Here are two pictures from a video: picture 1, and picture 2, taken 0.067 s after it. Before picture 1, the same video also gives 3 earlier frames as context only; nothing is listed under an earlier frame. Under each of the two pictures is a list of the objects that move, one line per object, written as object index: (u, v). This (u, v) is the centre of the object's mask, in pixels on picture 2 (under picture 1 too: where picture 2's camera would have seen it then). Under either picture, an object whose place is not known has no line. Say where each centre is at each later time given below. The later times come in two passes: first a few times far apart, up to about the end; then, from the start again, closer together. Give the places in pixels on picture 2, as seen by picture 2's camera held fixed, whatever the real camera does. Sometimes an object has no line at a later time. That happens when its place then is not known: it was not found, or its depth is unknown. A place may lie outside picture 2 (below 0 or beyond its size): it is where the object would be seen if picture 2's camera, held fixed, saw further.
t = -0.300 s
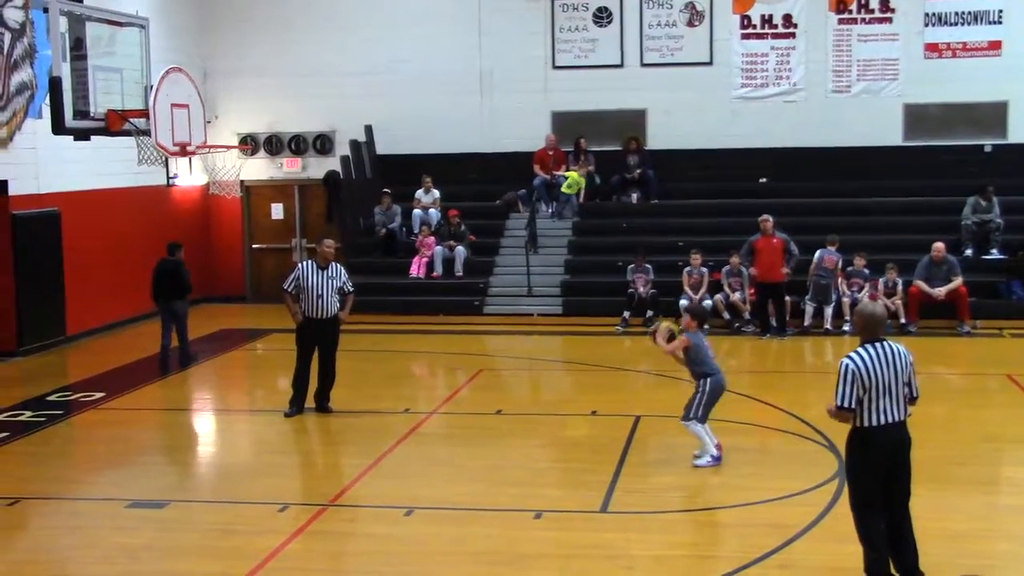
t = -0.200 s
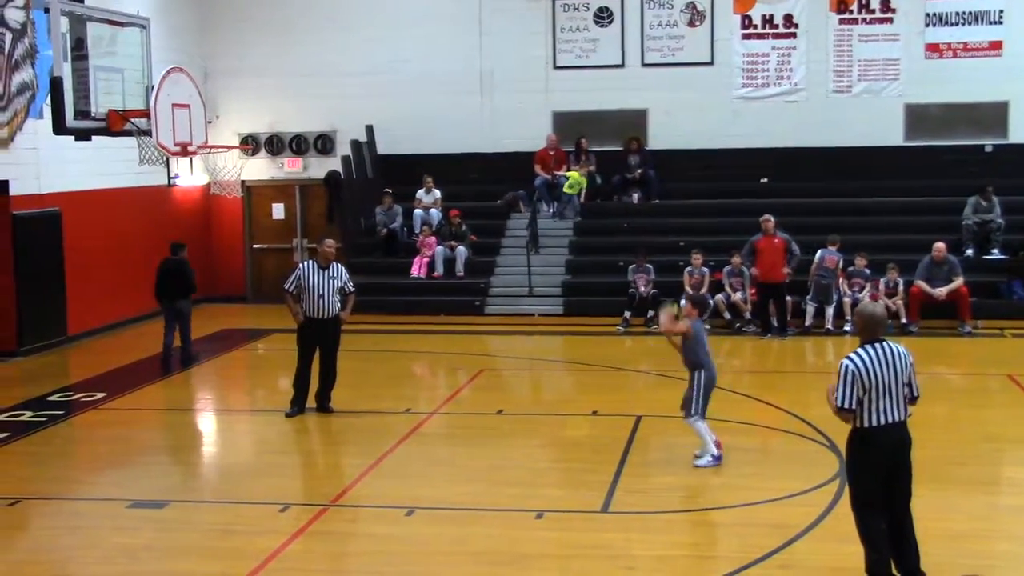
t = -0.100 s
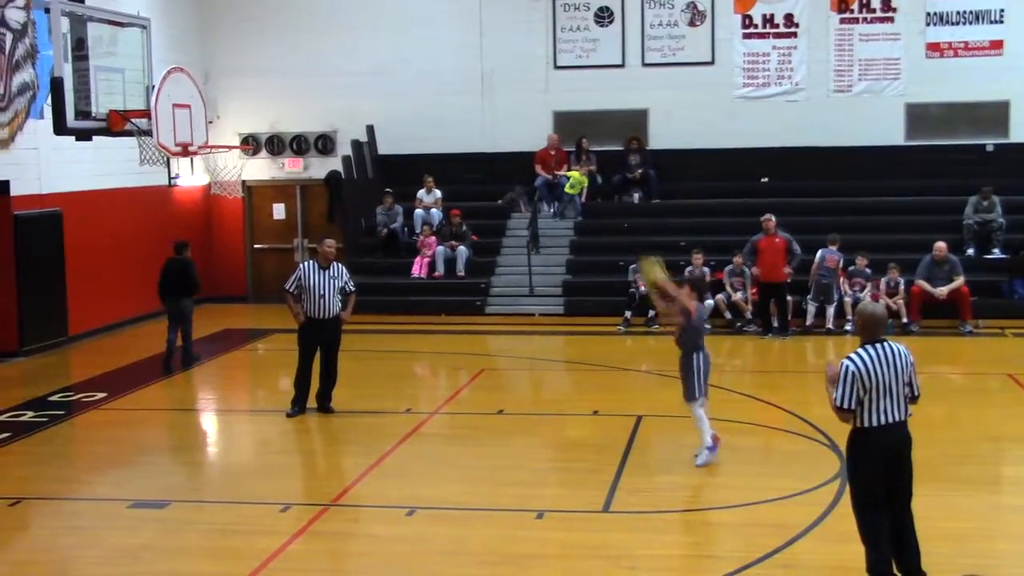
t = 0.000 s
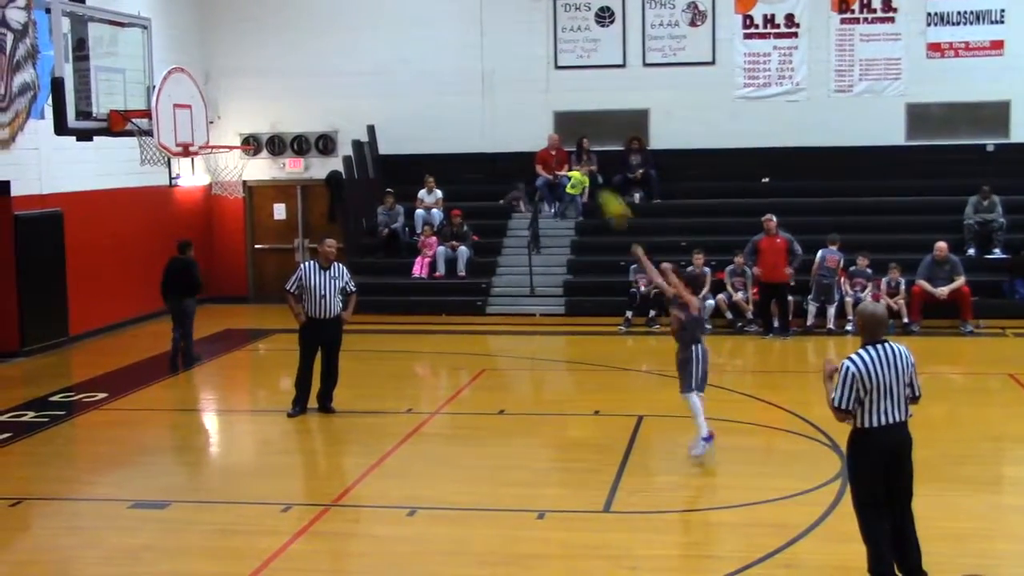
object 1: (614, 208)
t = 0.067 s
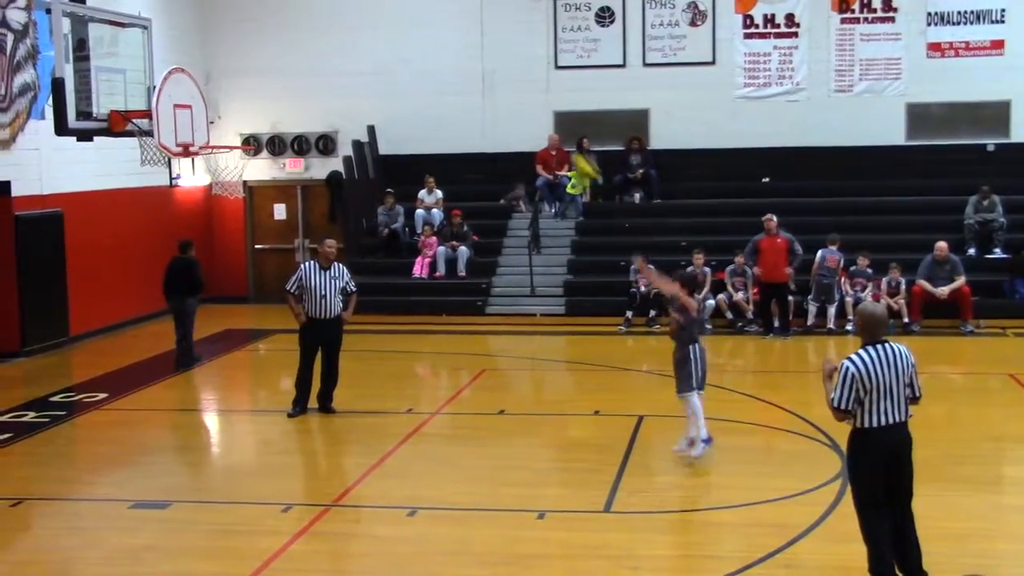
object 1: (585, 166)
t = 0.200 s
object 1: (525, 109)
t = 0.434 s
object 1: (429, 52)
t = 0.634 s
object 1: (349, 53)
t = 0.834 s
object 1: (275, 97)
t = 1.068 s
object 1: (212, 135)
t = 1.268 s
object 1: (211, 134)
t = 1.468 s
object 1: (212, 182)
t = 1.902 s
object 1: (216, 457)
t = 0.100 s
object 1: (570, 152)
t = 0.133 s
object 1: (557, 136)
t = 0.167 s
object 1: (538, 122)
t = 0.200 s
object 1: (525, 109)
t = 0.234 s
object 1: (511, 96)
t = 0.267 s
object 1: (496, 86)
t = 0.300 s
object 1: (483, 77)
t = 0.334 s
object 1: (469, 68)
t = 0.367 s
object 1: (455, 61)
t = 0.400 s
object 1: (442, 56)
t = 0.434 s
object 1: (429, 52)
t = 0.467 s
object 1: (415, 49)
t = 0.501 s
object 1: (402, 48)
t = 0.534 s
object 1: (388, 47)
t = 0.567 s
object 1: (376, 48)
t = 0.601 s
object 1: (362, 50)
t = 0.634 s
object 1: (349, 53)
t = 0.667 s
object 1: (336, 58)
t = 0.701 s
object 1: (323, 63)
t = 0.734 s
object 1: (311, 70)
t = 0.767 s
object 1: (299, 78)
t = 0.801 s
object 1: (286, 86)
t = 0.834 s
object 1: (275, 97)
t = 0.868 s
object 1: (263, 108)
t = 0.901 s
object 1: (251, 120)
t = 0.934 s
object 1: (239, 135)
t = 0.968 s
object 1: (228, 136)
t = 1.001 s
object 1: (220, 139)
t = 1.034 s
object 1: (213, 138)
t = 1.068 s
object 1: (212, 135)
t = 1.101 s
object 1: (212, 132)
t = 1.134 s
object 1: (212, 130)
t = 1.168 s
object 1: (212, 129)
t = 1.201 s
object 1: (211, 130)
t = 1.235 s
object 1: (211, 132)
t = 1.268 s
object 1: (211, 134)
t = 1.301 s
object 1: (211, 139)
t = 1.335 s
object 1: (211, 145)
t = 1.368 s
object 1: (211, 152)
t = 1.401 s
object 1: (211, 159)
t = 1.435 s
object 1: (212, 169)
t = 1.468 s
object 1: (212, 182)
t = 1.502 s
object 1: (212, 194)
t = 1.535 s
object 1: (212, 206)
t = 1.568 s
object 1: (211, 222)
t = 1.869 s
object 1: (215, 426)
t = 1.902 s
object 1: (216, 457)
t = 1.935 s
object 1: (220, 481)
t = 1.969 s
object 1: (216, 458)
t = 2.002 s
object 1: (215, 438)
